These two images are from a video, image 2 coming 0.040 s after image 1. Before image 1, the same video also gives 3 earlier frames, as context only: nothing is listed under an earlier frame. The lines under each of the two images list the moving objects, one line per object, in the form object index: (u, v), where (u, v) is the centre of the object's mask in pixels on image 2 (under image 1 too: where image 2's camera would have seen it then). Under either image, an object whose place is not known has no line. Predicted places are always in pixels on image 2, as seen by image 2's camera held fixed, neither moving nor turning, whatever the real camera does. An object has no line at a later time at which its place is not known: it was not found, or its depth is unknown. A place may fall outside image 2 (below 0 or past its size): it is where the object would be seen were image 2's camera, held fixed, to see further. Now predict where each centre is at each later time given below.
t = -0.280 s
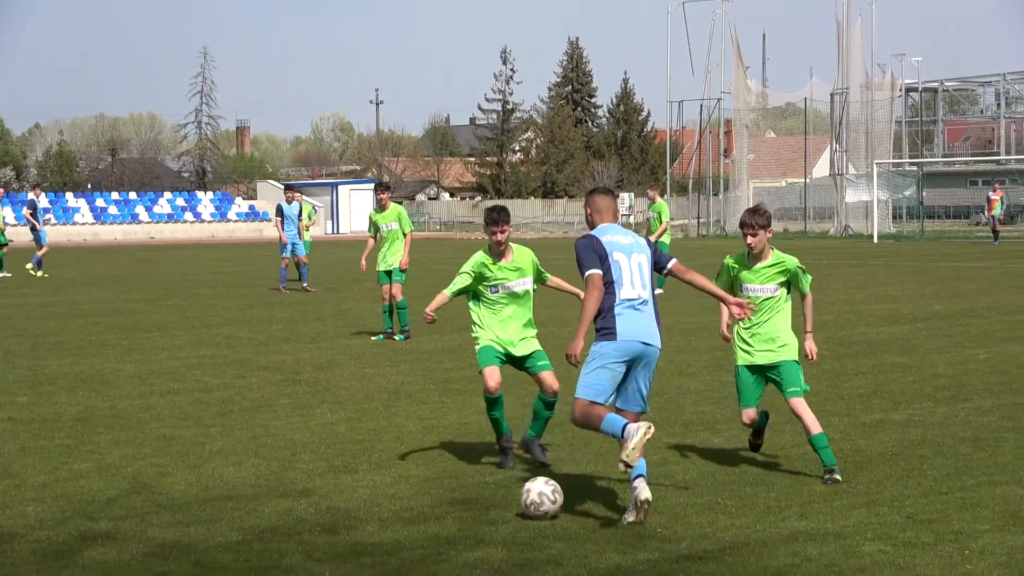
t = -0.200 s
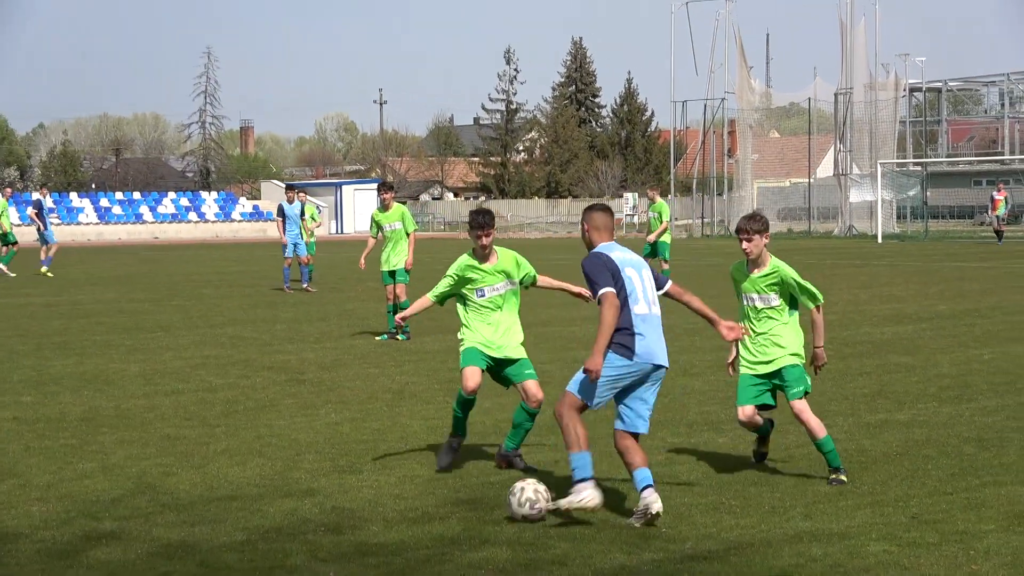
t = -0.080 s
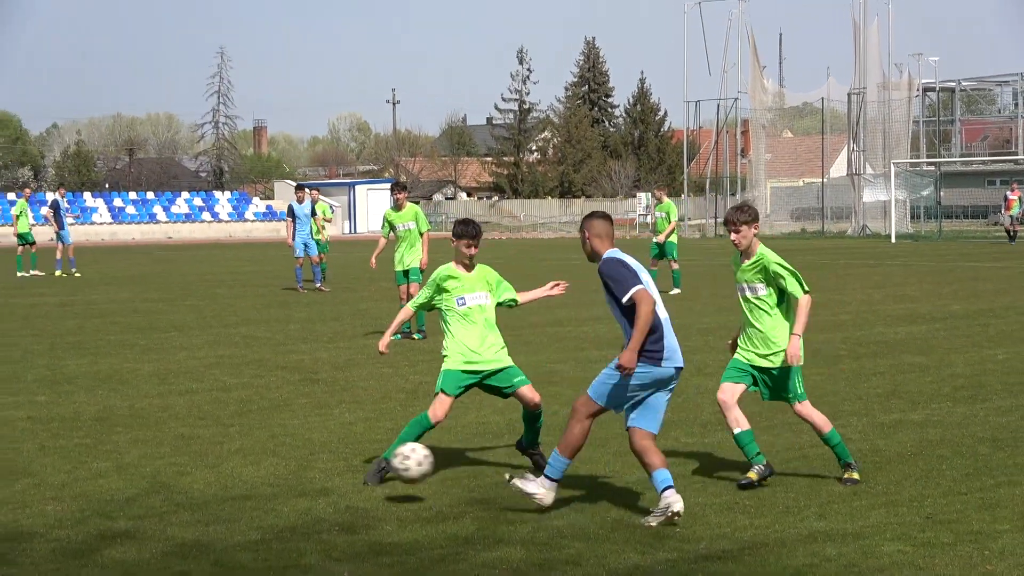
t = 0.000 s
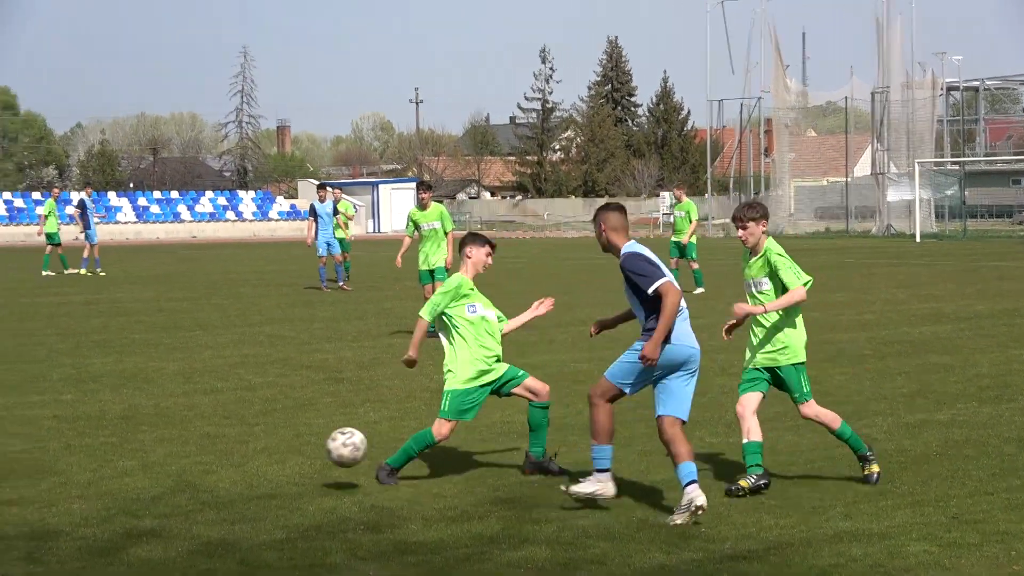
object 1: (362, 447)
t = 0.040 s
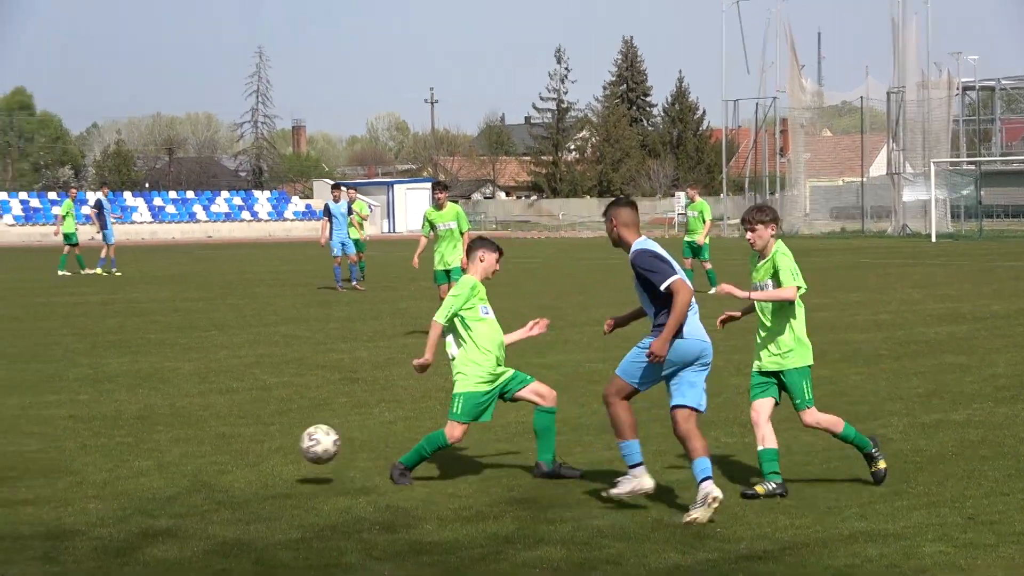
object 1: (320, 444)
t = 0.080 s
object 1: (280, 444)
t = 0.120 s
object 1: (241, 447)
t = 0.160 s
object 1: (202, 454)
